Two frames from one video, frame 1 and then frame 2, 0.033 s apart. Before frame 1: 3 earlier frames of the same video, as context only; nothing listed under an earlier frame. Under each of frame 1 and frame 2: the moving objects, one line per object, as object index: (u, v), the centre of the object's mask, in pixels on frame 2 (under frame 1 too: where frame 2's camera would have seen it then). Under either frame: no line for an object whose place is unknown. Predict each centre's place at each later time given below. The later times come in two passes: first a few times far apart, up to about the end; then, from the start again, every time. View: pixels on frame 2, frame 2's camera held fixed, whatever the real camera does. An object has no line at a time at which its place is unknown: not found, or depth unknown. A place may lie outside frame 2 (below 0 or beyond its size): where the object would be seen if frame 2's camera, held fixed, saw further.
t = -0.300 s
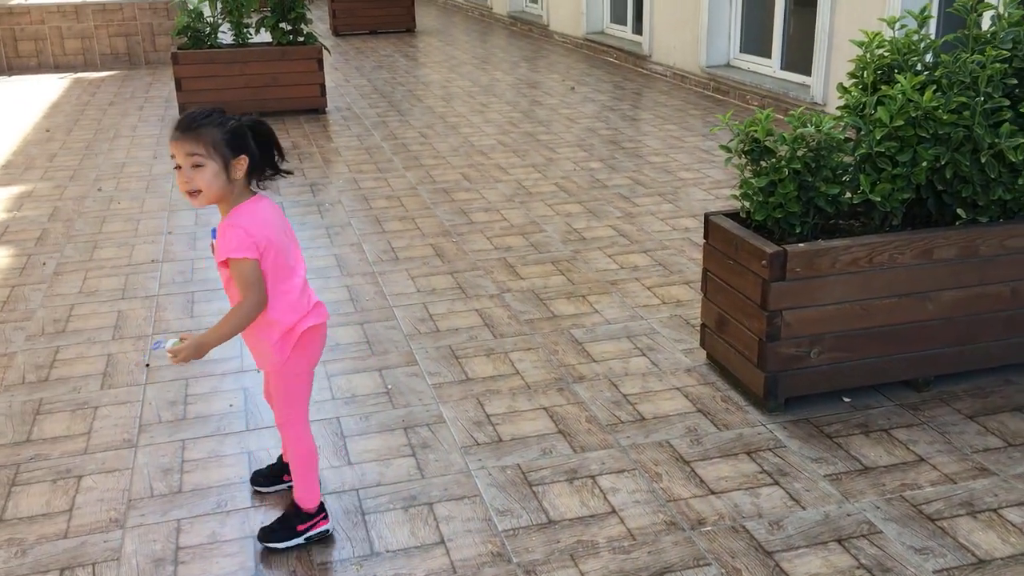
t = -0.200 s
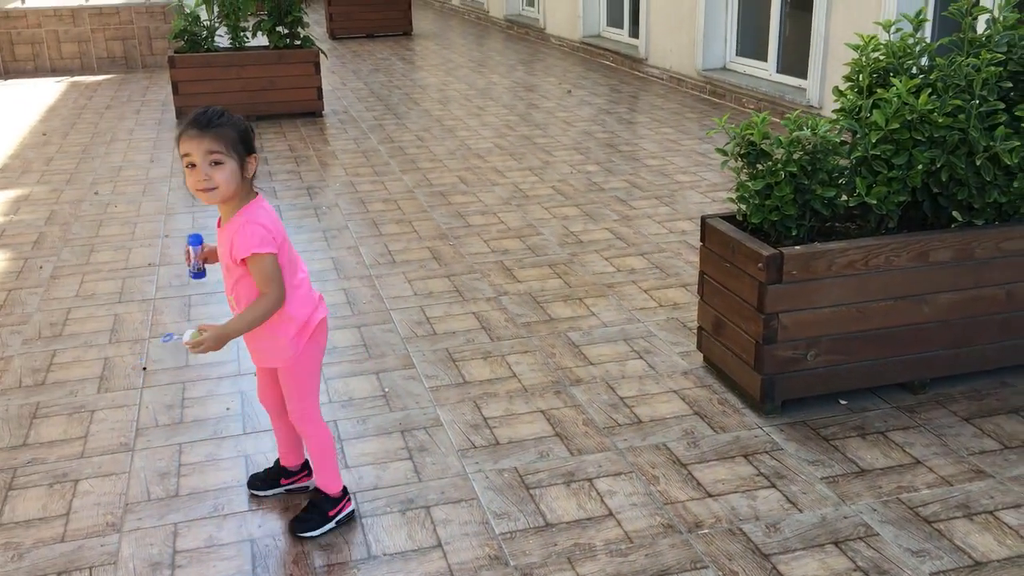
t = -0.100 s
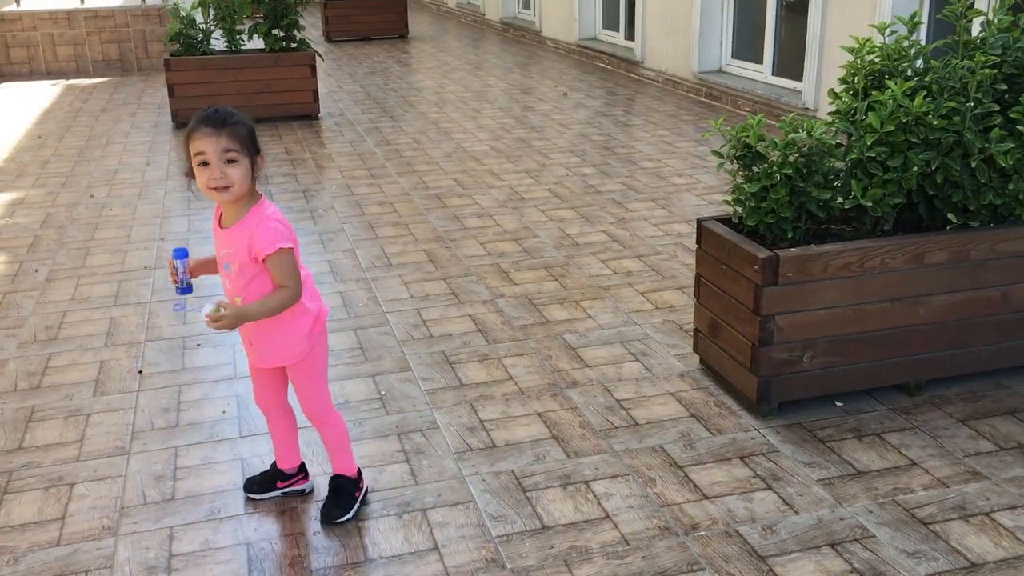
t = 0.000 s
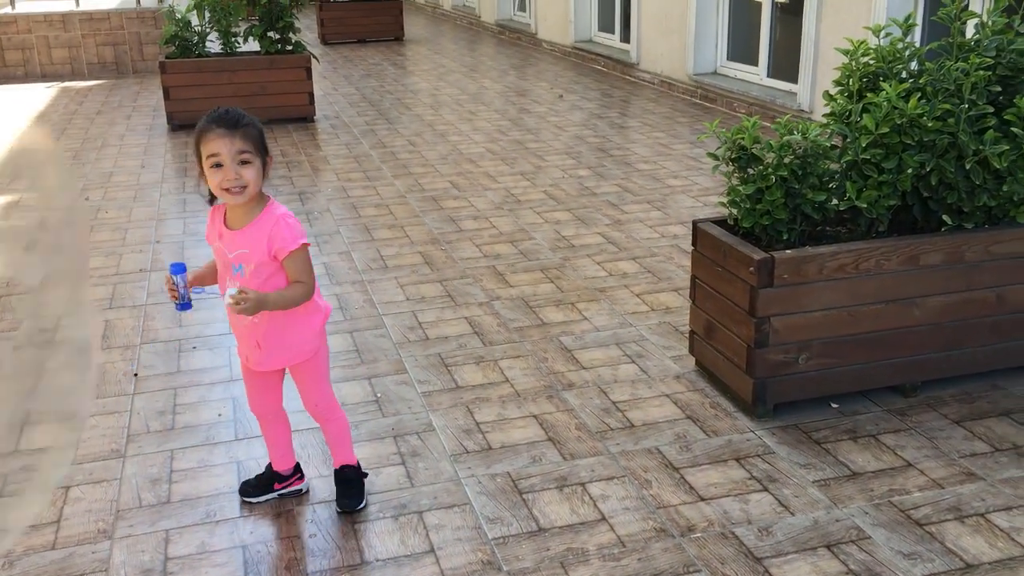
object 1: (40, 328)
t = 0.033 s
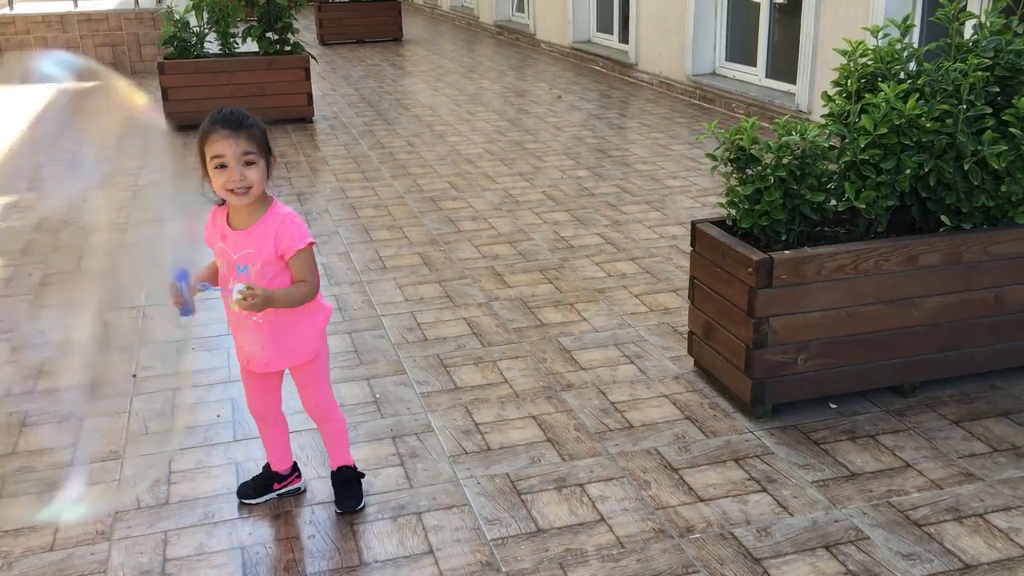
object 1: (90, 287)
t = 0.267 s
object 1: (381, 188)
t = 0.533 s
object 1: (489, 216)
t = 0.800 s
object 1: (548, 348)
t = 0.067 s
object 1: (148, 268)
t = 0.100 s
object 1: (174, 252)
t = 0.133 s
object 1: (257, 230)
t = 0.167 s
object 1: (299, 220)
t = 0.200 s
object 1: (351, 197)
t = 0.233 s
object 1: (357, 202)
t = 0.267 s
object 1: (381, 188)
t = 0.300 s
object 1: (398, 187)
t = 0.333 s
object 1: (413, 178)
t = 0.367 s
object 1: (428, 182)
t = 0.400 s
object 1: (442, 183)
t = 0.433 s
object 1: (455, 188)
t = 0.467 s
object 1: (467, 192)
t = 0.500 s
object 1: (479, 205)
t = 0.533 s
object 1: (489, 216)
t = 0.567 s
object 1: (498, 231)
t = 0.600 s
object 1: (506, 242)
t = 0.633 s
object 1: (513, 259)
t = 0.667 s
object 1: (521, 274)
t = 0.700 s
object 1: (528, 291)
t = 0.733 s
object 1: (534, 309)
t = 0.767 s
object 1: (542, 326)
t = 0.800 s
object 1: (548, 348)
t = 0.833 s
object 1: (557, 363)
